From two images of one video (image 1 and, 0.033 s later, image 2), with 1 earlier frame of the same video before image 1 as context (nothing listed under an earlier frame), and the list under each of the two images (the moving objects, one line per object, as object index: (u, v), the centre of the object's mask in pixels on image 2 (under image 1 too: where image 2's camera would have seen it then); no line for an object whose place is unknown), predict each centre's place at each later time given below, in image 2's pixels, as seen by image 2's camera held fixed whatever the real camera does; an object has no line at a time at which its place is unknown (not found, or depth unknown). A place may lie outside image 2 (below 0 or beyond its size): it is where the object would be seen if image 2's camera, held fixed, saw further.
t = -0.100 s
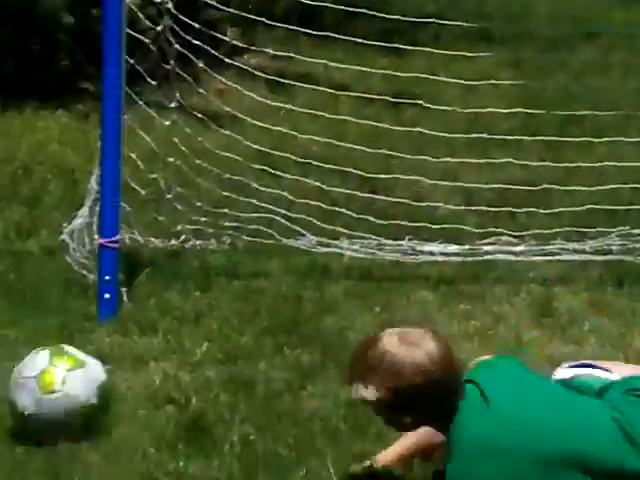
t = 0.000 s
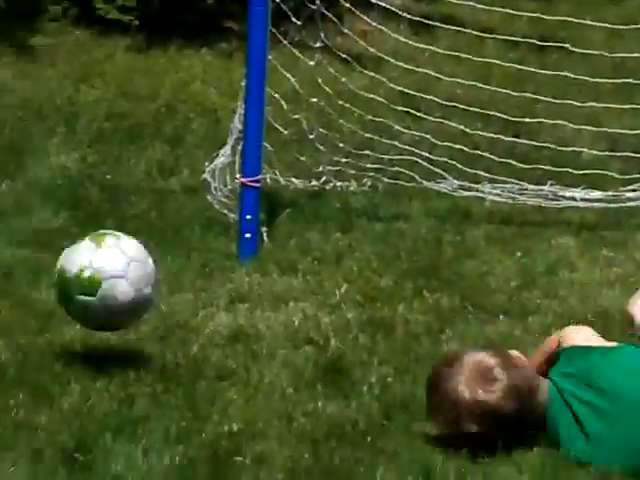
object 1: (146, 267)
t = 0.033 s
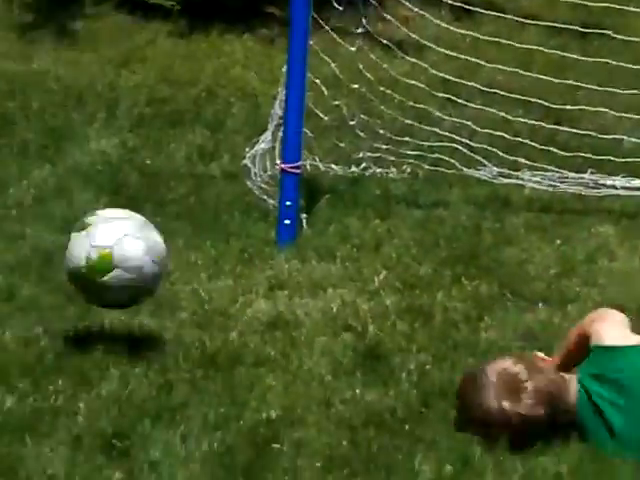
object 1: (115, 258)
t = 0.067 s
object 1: (84, 256)
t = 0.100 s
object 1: (50, 257)
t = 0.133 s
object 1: (20, 264)
